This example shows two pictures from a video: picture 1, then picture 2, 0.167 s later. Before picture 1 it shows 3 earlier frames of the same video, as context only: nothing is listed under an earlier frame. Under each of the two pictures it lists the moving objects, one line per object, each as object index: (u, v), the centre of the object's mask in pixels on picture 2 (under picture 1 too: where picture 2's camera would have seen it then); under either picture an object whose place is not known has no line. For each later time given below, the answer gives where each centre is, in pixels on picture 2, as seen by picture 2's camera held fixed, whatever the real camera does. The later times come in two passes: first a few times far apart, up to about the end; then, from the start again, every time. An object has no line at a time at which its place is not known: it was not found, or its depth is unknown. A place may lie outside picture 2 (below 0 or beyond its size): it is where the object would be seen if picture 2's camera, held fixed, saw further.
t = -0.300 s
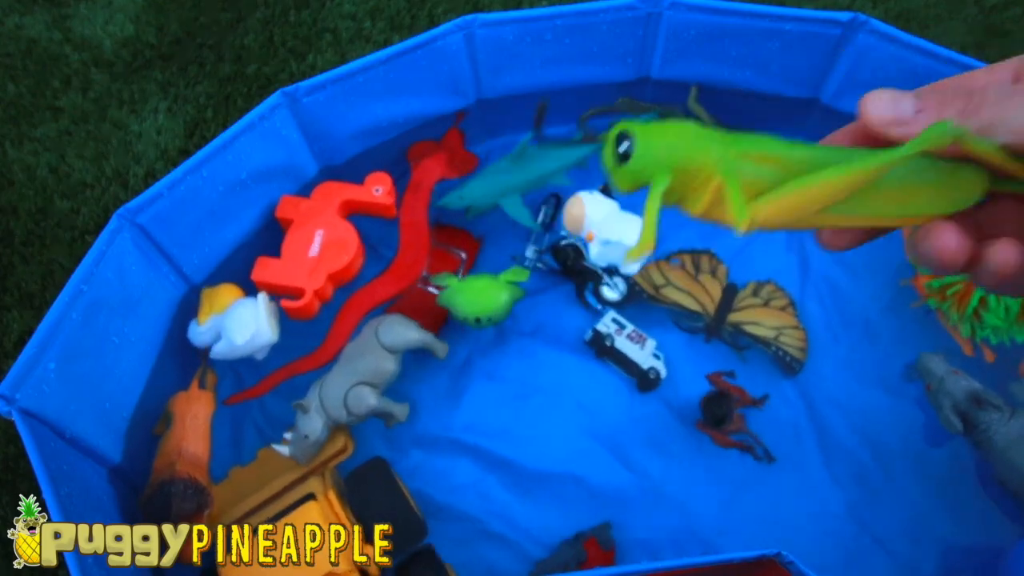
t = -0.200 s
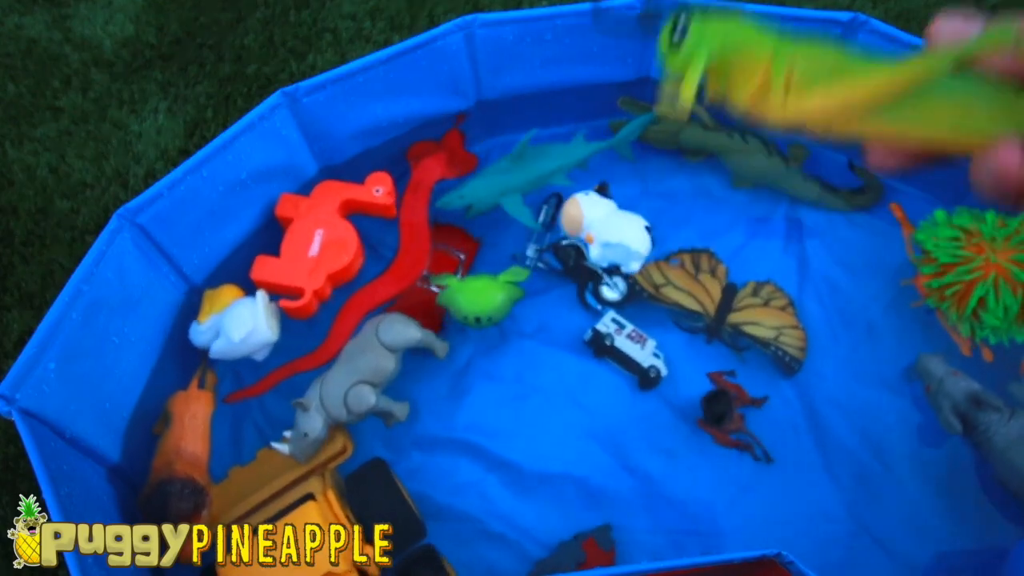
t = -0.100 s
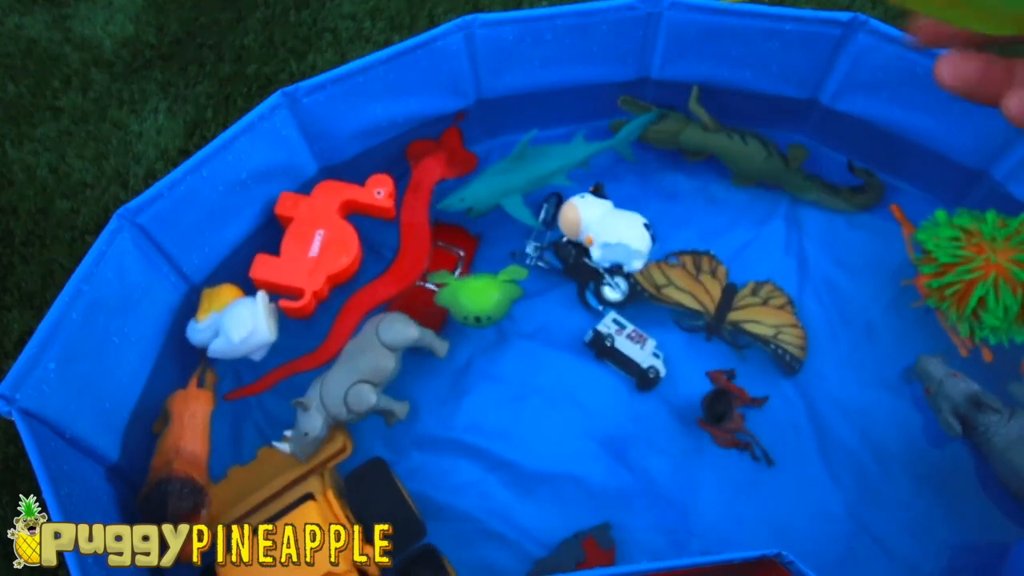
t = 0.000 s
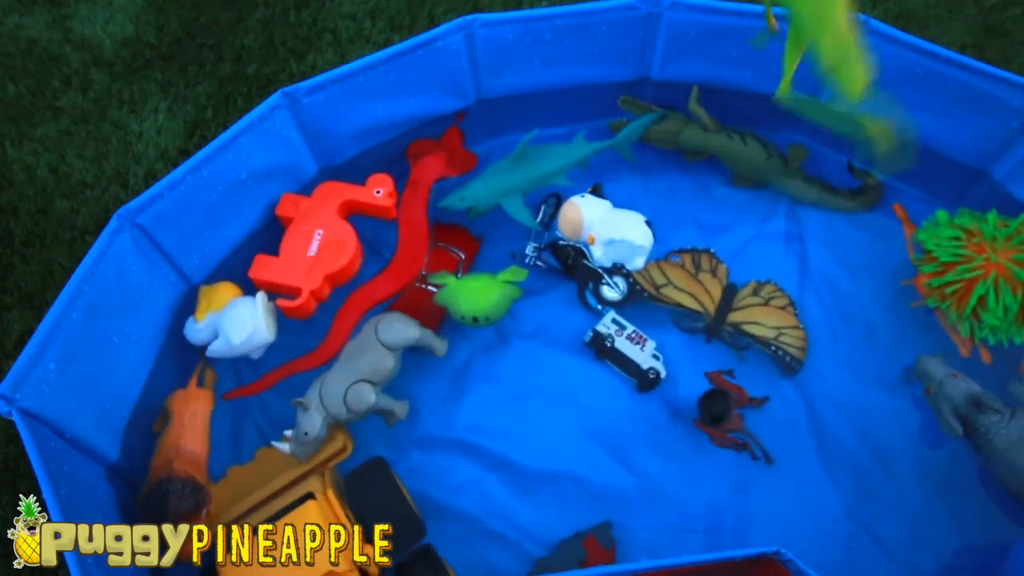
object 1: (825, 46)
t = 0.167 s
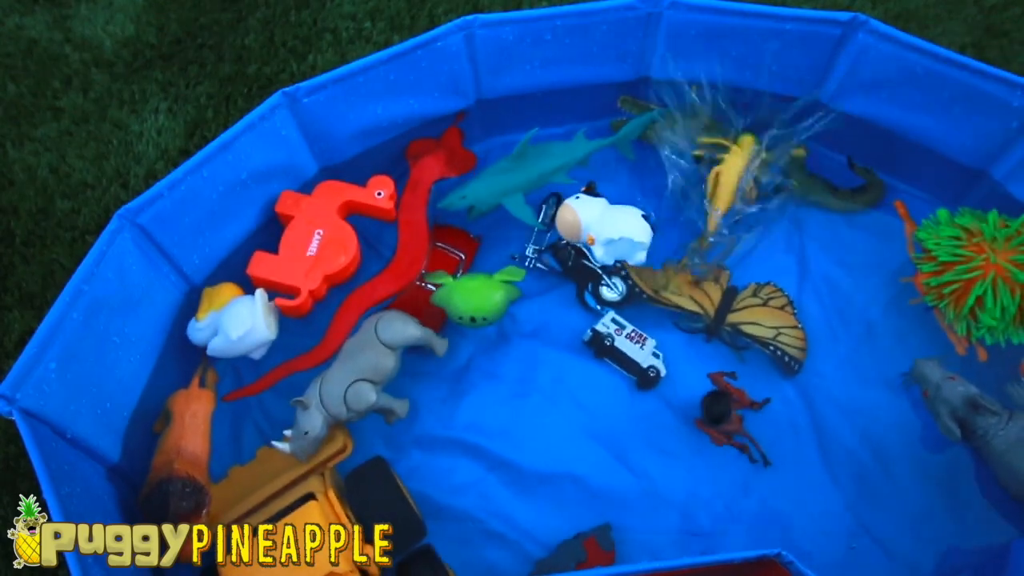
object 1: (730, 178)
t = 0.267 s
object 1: (726, 193)
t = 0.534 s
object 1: (755, 184)
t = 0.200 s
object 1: (733, 180)
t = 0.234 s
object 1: (736, 177)
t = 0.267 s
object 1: (726, 193)
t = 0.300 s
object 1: (728, 189)
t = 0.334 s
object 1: (734, 182)
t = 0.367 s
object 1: (736, 181)
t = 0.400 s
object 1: (740, 181)
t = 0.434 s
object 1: (745, 182)
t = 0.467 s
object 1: (749, 184)
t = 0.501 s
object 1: (753, 184)
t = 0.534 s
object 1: (755, 184)
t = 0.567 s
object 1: (756, 183)
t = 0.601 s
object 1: (755, 183)
